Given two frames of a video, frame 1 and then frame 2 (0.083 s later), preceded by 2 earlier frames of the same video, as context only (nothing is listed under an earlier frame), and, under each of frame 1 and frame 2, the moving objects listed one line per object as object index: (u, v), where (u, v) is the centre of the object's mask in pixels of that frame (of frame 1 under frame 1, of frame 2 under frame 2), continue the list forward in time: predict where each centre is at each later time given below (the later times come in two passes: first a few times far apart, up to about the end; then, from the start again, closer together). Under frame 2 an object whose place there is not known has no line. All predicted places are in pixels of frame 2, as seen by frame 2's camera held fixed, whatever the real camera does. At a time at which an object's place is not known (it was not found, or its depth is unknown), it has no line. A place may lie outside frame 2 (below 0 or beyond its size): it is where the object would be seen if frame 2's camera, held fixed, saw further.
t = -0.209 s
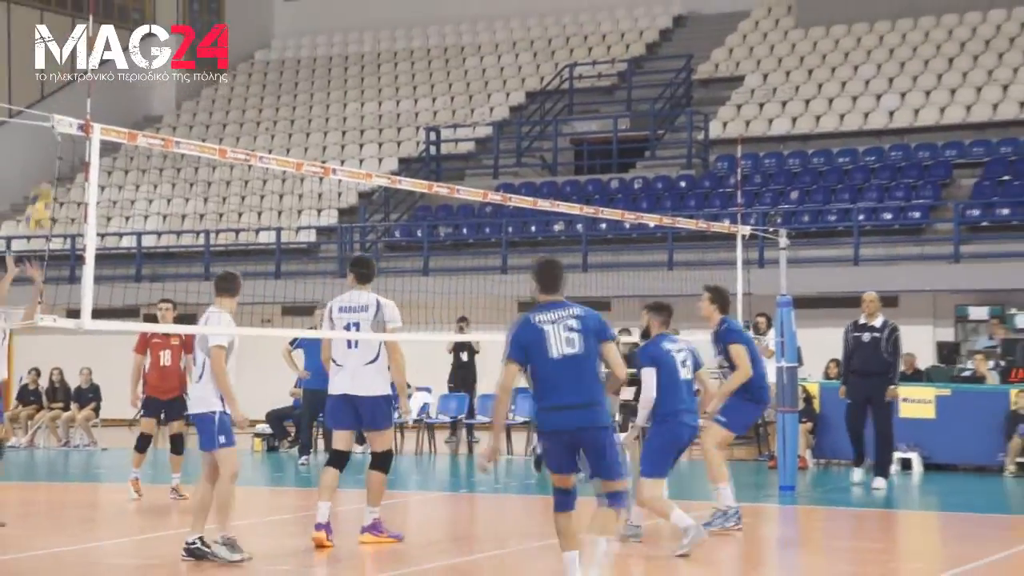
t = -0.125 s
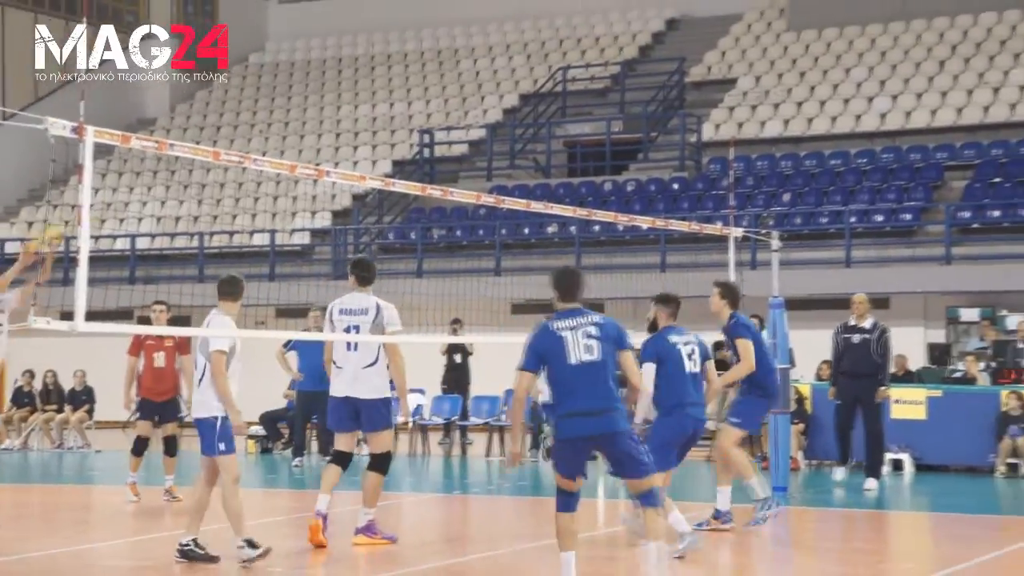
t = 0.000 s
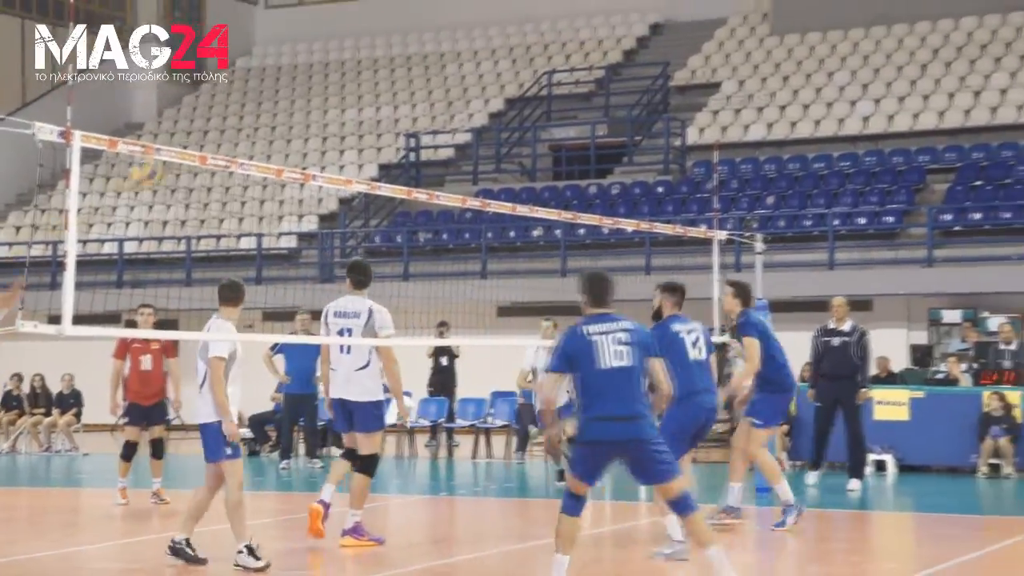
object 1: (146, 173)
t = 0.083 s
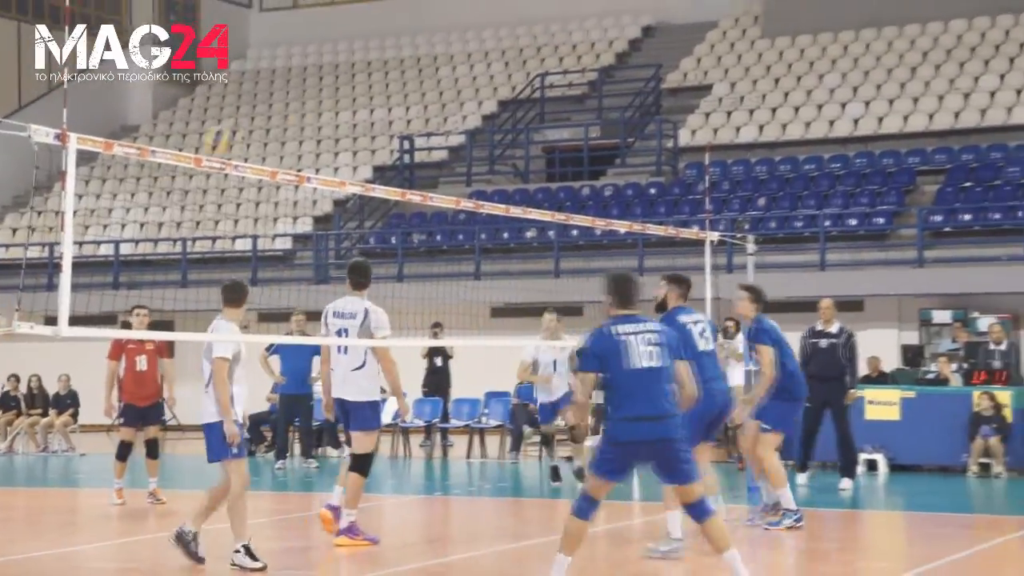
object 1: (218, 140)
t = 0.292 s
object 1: (427, 74)
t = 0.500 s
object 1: (664, 56)
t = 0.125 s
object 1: (260, 123)
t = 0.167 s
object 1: (298, 108)
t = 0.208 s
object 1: (342, 95)
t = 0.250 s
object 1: (386, 84)
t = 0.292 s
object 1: (427, 74)
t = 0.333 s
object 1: (468, 67)
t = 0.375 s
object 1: (515, 61)
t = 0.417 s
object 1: (560, 58)
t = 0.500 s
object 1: (664, 56)
